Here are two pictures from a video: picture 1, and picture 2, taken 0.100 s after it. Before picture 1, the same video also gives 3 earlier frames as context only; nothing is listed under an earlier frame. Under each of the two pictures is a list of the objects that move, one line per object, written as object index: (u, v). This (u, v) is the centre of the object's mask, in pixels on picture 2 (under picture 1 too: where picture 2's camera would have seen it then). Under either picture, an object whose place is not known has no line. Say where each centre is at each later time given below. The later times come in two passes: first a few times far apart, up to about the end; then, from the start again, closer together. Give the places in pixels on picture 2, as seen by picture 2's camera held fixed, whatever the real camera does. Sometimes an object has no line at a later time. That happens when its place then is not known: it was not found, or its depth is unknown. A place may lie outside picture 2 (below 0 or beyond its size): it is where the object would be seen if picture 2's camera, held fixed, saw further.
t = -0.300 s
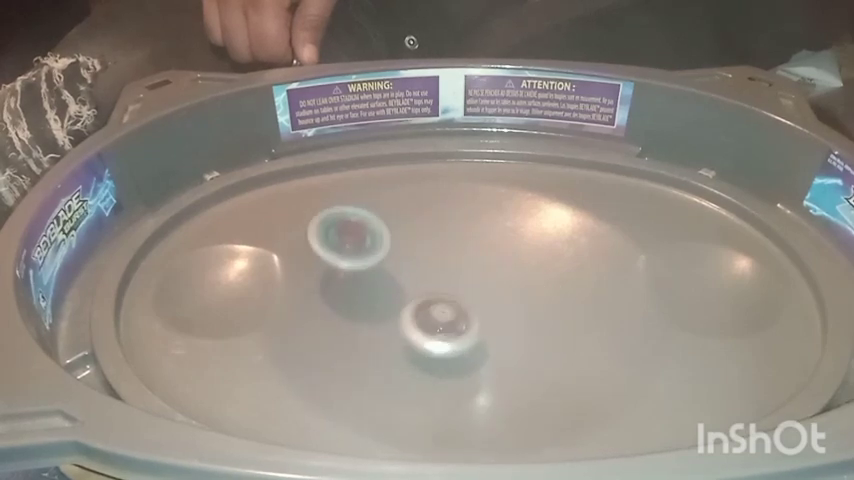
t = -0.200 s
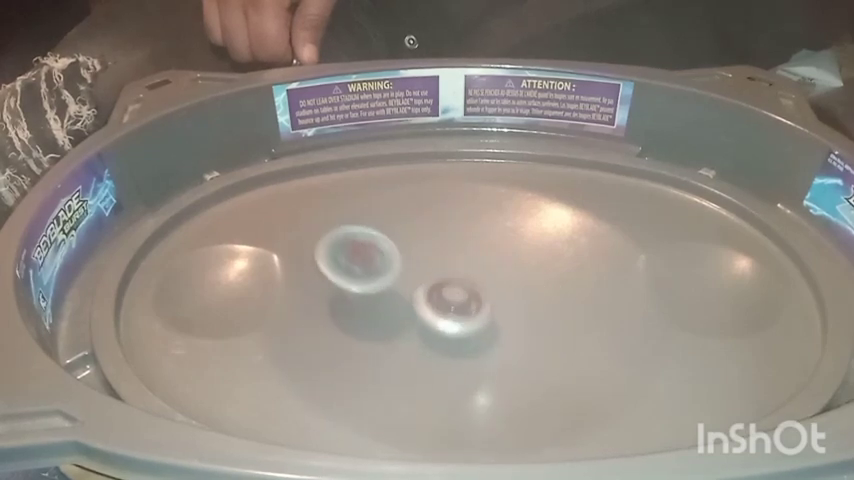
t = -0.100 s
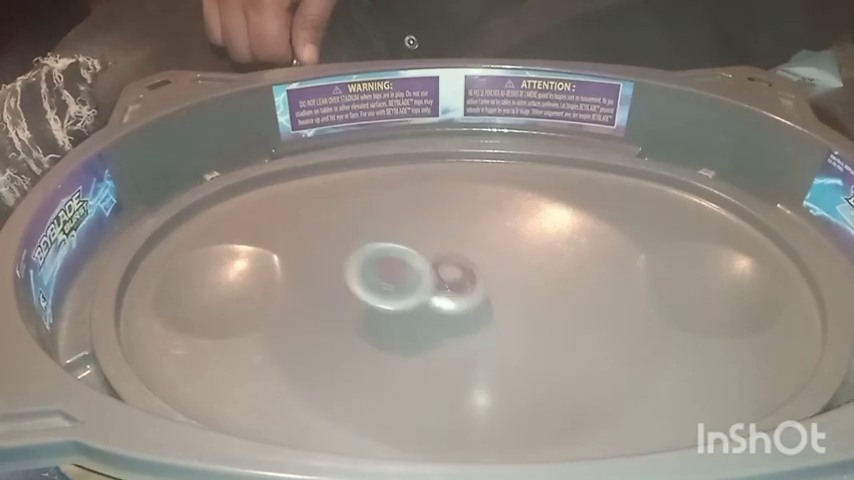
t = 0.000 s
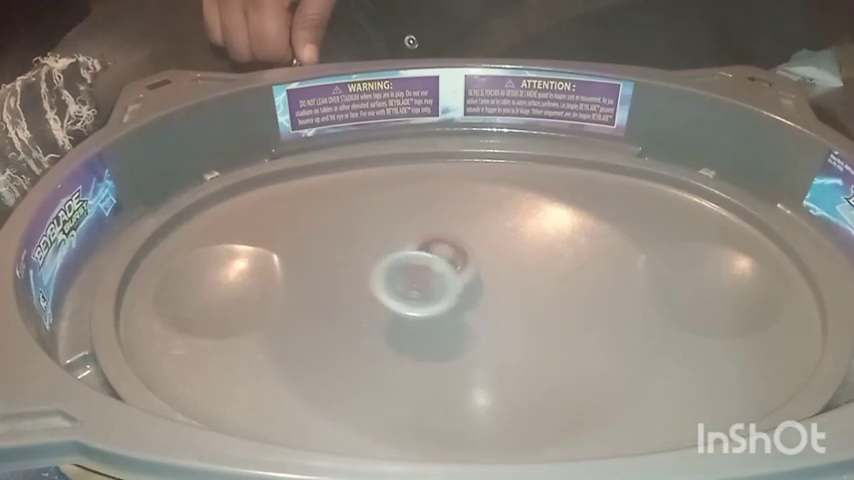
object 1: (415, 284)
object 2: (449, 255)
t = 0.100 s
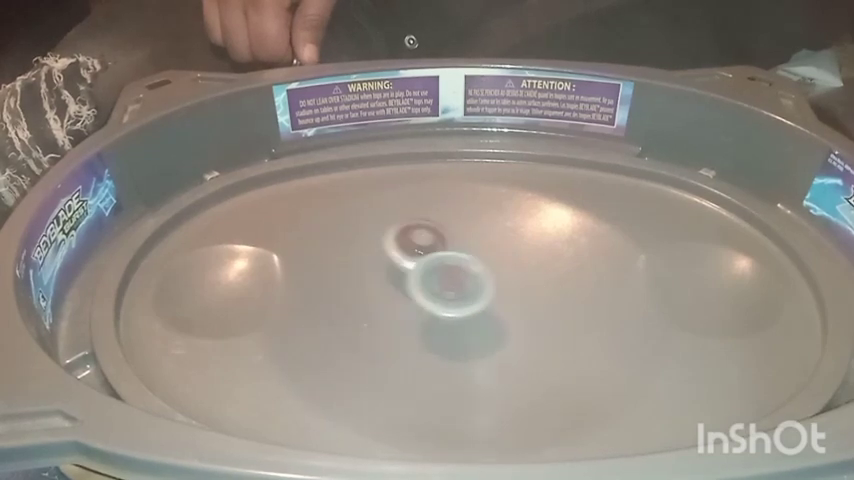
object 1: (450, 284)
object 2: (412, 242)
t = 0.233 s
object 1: (483, 270)
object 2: (385, 244)
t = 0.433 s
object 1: (491, 244)
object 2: (374, 276)
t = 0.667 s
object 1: (474, 220)
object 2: (425, 293)
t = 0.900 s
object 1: (518, 201)
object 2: (399, 281)
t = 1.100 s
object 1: (476, 206)
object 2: (428, 267)
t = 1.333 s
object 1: (481, 256)
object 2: (393, 256)
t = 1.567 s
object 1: (509, 292)
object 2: (406, 263)
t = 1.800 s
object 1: (500, 307)
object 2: (451, 269)
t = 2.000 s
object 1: (454, 304)
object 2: (483, 263)
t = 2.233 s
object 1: (386, 283)
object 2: (479, 268)
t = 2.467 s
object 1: (355, 262)
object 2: (466, 283)
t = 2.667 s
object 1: (370, 249)
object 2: (457, 308)
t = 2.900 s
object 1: (421, 233)
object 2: (460, 319)
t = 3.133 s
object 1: (468, 225)
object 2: (457, 311)
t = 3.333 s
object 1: (490, 236)
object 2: (431, 295)
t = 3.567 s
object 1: (496, 272)
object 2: (388, 281)
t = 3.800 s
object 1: (482, 301)
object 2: (379, 282)
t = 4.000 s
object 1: (455, 307)
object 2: (388, 283)
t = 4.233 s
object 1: (428, 309)
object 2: (460, 266)
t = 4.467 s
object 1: (400, 289)
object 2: (487, 239)
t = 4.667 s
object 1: (383, 257)
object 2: (480, 240)
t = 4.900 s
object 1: (387, 236)
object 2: (463, 269)
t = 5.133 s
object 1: (426, 235)
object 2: (461, 309)
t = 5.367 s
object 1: (477, 245)
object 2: (474, 332)
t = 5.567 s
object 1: (501, 259)
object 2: (472, 326)
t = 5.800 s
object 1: (502, 274)
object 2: (431, 296)
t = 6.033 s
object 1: (462, 287)
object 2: (384, 272)
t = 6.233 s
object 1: (415, 290)
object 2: (356, 263)
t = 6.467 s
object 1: (436, 313)
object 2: (356, 242)
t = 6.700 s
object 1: (445, 286)
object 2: (391, 248)
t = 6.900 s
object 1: (438, 270)
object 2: (440, 228)
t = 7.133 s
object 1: (437, 257)
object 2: (490, 242)
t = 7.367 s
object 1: (438, 251)
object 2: (511, 268)
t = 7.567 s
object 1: (447, 261)
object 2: (515, 296)
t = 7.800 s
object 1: (456, 266)
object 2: (493, 323)
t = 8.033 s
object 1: (445, 273)
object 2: (456, 335)
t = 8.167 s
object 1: (441, 277)
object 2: (428, 332)
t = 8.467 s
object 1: (432, 272)
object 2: (379, 305)
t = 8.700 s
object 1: (432, 269)
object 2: (366, 272)
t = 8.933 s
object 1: (435, 265)
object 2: (378, 246)
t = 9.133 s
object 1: (440, 265)
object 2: (410, 229)
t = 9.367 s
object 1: (450, 272)
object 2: (465, 232)
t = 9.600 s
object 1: (454, 274)
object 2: (507, 262)
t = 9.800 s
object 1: (444, 277)
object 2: (513, 293)
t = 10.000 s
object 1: (436, 279)
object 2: (498, 315)
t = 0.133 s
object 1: (461, 282)
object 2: (406, 244)
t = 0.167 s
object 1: (469, 279)
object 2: (401, 244)
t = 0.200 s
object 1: (477, 275)
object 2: (393, 243)
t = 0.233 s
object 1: (483, 270)
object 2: (385, 244)
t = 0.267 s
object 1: (489, 266)
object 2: (378, 246)
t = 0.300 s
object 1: (492, 260)
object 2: (373, 250)
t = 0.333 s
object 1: (494, 255)
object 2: (369, 256)
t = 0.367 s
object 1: (494, 251)
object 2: (369, 262)
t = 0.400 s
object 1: (493, 247)
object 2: (370, 268)
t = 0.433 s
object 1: (491, 244)
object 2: (374, 276)
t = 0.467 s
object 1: (487, 242)
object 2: (381, 283)
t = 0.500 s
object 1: (483, 240)
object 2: (389, 287)
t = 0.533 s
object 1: (477, 240)
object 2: (398, 292)
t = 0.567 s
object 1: (471, 240)
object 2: (411, 294)
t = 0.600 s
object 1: (464, 241)
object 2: (422, 296)
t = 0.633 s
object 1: (460, 239)
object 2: (430, 296)
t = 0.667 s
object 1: (474, 220)
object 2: (425, 293)
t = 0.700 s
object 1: (490, 213)
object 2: (420, 289)
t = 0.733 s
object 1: (506, 218)
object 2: (413, 288)
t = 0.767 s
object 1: (521, 215)
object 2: (405, 285)
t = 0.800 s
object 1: (528, 212)
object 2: (401, 283)
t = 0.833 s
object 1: (527, 209)
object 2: (398, 283)
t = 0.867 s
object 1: (524, 205)
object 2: (397, 282)
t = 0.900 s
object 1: (518, 201)
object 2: (399, 281)
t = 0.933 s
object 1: (513, 198)
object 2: (403, 280)
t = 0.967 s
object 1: (508, 195)
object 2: (407, 278)
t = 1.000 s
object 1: (501, 195)
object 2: (412, 277)
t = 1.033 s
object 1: (493, 197)
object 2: (417, 274)
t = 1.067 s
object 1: (484, 200)
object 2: (423, 271)
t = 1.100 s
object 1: (476, 206)
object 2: (428, 267)
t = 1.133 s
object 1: (471, 211)
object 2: (429, 264)
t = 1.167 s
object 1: (476, 210)
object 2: (419, 260)
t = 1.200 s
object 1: (481, 223)
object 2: (409, 256)
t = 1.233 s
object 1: (479, 234)
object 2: (401, 256)
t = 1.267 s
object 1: (476, 241)
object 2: (395, 256)
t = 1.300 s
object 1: (477, 249)
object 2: (393, 255)
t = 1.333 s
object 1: (481, 256)
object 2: (393, 256)
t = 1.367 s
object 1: (485, 263)
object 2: (394, 256)
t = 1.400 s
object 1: (490, 270)
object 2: (395, 258)
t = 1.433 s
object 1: (495, 276)
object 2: (396, 258)
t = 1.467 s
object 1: (500, 281)
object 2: (398, 259)
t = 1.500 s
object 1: (504, 286)
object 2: (400, 260)
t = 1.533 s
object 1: (507, 289)
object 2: (403, 262)
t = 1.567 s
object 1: (509, 292)
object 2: (406, 263)
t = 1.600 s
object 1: (511, 296)
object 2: (411, 265)
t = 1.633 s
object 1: (511, 298)
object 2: (416, 268)
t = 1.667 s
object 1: (511, 301)
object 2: (423, 269)
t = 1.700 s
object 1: (510, 303)
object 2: (431, 271)
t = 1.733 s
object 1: (507, 305)
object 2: (438, 272)
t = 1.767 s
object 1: (505, 306)
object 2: (444, 271)
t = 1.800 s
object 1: (500, 307)
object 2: (451, 269)
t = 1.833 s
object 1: (495, 307)
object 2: (457, 267)
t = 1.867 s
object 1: (489, 307)
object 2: (464, 265)
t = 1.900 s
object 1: (481, 307)
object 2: (471, 263)
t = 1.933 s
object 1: (473, 307)
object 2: (477, 262)
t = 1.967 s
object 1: (464, 306)
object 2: (481, 262)
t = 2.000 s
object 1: (454, 304)
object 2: (483, 263)
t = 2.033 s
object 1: (444, 303)
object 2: (484, 264)
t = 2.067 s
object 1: (435, 300)
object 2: (483, 265)
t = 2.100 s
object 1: (424, 297)
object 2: (483, 266)
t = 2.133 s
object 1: (413, 294)
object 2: (482, 266)
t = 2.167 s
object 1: (404, 291)
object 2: (481, 267)
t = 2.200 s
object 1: (393, 287)
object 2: (480, 267)
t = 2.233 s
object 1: (386, 283)
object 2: (479, 268)
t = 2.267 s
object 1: (379, 280)
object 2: (477, 269)
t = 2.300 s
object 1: (371, 276)
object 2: (476, 270)
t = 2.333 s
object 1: (366, 273)
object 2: (474, 272)
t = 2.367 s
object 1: (362, 269)
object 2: (473, 273)
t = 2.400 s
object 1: (359, 267)
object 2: (471, 275)
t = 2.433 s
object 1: (356, 264)
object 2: (468, 278)
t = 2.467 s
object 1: (355, 262)
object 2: (466, 283)
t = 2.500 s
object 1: (355, 260)
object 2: (464, 287)
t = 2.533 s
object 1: (355, 258)
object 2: (461, 291)
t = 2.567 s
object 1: (357, 256)
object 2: (459, 296)
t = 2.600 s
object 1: (361, 253)
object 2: (458, 301)
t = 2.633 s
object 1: (365, 251)
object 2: (457, 305)
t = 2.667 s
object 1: (370, 249)
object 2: (457, 308)
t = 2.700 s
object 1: (376, 247)
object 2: (457, 311)
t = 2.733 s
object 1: (382, 245)
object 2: (458, 315)
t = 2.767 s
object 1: (389, 243)
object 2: (459, 317)
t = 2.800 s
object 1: (397, 240)
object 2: (460, 319)
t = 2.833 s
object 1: (405, 238)
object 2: (460, 319)
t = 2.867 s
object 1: (413, 235)
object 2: (460, 319)
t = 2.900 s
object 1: (421, 233)
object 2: (460, 319)
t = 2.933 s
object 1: (430, 231)
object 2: (460, 318)
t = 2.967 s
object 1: (437, 229)
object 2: (459, 317)
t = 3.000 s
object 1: (444, 227)
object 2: (460, 316)
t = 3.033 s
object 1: (451, 226)
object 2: (459, 315)
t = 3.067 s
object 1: (457, 225)
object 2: (458, 314)
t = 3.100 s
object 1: (463, 224)
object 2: (458, 313)
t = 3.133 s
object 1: (468, 225)
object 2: (457, 311)
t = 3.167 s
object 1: (473, 225)
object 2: (455, 309)
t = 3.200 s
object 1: (477, 226)
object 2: (452, 307)
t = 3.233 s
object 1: (481, 228)
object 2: (449, 305)
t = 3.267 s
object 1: (484, 230)
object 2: (444, 302)
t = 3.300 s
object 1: (487, 233)
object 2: (438, 298)
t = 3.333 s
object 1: (490, 236)
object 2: (431, 295)
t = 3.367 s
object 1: (492, 240)
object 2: (425, 291)
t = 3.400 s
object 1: (493, 245)
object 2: (418, 288)
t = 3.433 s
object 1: (494, 250)
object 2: (411, 286)
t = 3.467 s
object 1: (495, 255)
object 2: (404, 284)
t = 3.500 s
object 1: (496, 261)
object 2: (399, 283)
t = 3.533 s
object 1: (496, 267)
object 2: (393, 282)
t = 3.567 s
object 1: (496, 272)
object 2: (388, 281)
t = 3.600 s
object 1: (496, 278)
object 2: (384, 280)
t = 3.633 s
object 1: (495, 282)
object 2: (381, 280)
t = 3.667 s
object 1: (493, 286)
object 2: (379, 280)
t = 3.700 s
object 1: (491, 291)
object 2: (378, 280)
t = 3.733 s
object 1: (489, 295)
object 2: (378, 280)
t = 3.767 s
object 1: (485, 298)
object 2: (379, 281)
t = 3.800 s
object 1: (482, 301)
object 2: (379, 282)
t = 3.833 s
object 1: (478, 303)
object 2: (380, 282)
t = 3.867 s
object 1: (474, 305)
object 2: (382, 283)
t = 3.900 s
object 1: (470, 306)
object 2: (383, 283)
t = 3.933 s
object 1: (465, 307)
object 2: (385, 283)
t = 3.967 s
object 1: (460, 308)
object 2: (386, 283)
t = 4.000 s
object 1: (455, 307)
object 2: (388, 283)
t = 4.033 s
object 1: (448, 307)
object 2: (388, 282)
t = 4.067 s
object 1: (441, 305)
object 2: (389, 280)
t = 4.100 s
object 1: (433, 304)
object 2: (393, 275)
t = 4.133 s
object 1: (427, 310)
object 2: (415, 270)
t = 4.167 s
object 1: (429, 310)
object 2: (434, 269)
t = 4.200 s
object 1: (429, 310)
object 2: (449, 267)
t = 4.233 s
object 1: (428, 309)
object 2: (460, 266)
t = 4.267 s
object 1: (425, 308)
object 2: (466, 263)
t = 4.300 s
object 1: (421, 307)
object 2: (472, 257)
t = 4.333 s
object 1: (417, 305)
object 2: (475, 254)
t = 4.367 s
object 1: (413, 302)
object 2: (479, 250)
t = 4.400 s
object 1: (409, 299)
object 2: (483, 246)
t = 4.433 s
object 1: (405, 294)
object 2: (486, 242)
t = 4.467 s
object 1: (400, 289)
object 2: (487, 239)
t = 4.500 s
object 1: (397, 284)
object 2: (487, 237)
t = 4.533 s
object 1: (394, 279)
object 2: (486, 237)
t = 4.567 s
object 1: (390, 273)
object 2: (485, 237)
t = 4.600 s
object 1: (387, 267)
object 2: (483, 238)
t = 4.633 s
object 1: (385, 262)
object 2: (481, 239)
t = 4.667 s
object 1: (383, 257)
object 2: (480, 240)
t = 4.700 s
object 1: (382, 252)
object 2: (478, 241)
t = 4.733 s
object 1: (382, 248)
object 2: (475, 244)
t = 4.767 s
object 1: (382, 245)
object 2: (473, 247)
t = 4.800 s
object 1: (382, 241)
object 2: (470, 252)
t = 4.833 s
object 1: (383, 239)
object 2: (467, 257)
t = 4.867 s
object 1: (385, 237)
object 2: (465, 264)
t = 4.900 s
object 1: (387, 236)
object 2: (463, 269)
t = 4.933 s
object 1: (390, 234)
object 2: (463, 276)
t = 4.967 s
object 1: (394, 233)
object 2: (461, 282)
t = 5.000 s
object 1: (399, 233)
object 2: (460, 289)
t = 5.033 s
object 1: (404, 233)
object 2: (460, 294)
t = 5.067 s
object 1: (411, 233)
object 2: (460, 300)
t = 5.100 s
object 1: (418, 234)
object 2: (460, 304)
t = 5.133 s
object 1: (426, 235)
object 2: (461, 309)
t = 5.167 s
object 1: (434, 235)
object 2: (463, 314)
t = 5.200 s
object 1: (442, 236)
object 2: (465, 319)
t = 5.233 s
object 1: (450, 238)
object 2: (467, 322)
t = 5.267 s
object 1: (458, 239)
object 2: (469, 326)
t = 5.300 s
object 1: (464, 241)
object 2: (471, 329)
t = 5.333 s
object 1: (471, 242)
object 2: (473, 331)
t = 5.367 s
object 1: (477, 245)
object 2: (474, 332)
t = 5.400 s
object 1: (484, 247)
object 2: (474, 331)
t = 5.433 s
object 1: (489, 249)
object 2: (474, 331)
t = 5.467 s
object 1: (493, 251)
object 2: (474, 330)
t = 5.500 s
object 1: (496, 254)
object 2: (473, 329)
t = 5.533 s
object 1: (499, 256)
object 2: (473, 328)
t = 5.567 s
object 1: (501, 259)
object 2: (472, 326)
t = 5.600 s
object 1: (501, 262)
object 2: (471, 324)
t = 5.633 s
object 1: (503, 264)
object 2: (467, 321)
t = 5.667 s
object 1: (504, 267)
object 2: (460, 316)
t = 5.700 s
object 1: (505, 269)
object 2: (452, 311)
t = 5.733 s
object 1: (505, 271)
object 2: (445, 306)
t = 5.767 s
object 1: (504, 273)
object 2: (438, 301)
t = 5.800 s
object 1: (502, 274)
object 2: (431, 296)
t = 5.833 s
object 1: (499, 276)
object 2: (424, 292)
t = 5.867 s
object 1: (494, 278)
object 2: (418, 289)
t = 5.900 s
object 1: (490, 280)
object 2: (411, 285)
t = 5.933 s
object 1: (485, 282)
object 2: (404, 281)
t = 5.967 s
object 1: (478, 284)
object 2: (397, 278)
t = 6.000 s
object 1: (471, 285)
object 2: (391, 275)
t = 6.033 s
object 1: (462, 287)
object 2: (384, 272)
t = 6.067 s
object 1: (455, 288)
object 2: (378, 269)
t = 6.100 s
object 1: (447, 289)
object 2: (372, 267)
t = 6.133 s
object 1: (439, 290)
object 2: (366, 266)
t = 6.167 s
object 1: (432, 291)
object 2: (363, 265)
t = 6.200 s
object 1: (423, 291)
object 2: (359, 264)
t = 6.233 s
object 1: (415, 290)
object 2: (356, 263)
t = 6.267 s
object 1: (412, 294)
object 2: (354, 260)
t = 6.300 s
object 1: (418, 305)
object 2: (354, 252)
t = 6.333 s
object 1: (422, 311)
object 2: (355, 245)
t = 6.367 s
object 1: (426, 313)
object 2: (355, 242)
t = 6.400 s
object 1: (429, 314)
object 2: (355, 241)
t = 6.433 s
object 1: (433, 314)
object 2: (355, 241)
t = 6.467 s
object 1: (436, 313)
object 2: (356, 242)
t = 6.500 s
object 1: (439, 312)
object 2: (358, 244)
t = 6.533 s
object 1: (441, 308)
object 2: (361, 245)
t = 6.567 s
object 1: (443, 305)
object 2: (365, 246)
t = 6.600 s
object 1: (444, 301)
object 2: (371, 247)
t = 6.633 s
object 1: (445, 296)
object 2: (378, 248)
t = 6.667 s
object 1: (446, 291)
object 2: (385, 249)
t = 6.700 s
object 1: (445, 286)
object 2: (391, 248)
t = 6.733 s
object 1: (444, 280)
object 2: (396, 246)
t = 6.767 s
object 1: (443, 274)
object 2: (401, 244)
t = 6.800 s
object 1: (442, 273)
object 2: (409, 238)
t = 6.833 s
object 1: (441, 272)
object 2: (417, 234)
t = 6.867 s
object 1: (441, 269)
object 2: (426, 231)
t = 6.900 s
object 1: (438, 270)
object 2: (440, 228)
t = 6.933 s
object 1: (436, 269)
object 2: (447, 228)
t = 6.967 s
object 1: (436, 267)
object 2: (455, 228)
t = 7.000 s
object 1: (436, 265)
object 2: (463, 229)
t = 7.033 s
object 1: (436, 263)
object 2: (471, 232)
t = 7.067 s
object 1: (437, 261)
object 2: (478, 235)
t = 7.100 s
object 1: (437, 259)
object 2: (485, 238)
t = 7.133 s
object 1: (437, 257)
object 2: (490, 242)
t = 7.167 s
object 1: (437, 255)
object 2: (495, 245)
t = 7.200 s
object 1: (438, 254)
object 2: (499, 249)
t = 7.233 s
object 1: (438, 252)
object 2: (501, 253)
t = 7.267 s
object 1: (438, 251)
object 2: (504, 256)
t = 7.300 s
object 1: (438, 251)
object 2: (507, 260)
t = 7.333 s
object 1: (438, 251)
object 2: (509, 264)
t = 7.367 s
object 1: (438, 251)
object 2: (511, 268)
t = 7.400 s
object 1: (439, 253)
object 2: (512, 273)
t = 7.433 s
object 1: (440, 254)
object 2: (514, 278)
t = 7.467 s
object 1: (441, 255)
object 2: (515, 283)
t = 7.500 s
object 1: (443, 257)
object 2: (515, 287)
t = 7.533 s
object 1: (445, 259)
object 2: (515, 291)
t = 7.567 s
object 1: (447, 261)
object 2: (515, 296)
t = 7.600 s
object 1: (449, 262)
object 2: (514, 299)
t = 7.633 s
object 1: (451, 264)
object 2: (512, 303)
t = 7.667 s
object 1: (453, 266)
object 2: (508, 309)
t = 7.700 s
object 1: (455, 267)
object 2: (505, 311)
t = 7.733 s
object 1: (457, 269)
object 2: (501, 314)
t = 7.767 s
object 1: (457, 268)
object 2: (497, 320)
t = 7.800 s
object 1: (456, 266)
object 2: (493, 323)
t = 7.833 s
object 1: (455, 267)
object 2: (489, 326)
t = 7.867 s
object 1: (453, 267)
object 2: (483, 329)
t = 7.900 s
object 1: (451, 268)
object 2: (478, 329)
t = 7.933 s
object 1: (449, 269)
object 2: (473, 330)
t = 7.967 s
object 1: (447, 270)
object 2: (467, 333)
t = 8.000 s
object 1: (446, 271)
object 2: (461, 334)
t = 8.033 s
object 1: (445, 273)
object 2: (456, 335)
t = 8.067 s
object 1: (444, 274)
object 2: (449, 335)
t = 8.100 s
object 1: (443, 275)
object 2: (443, 334)
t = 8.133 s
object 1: (442, 276)
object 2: (435, 333)
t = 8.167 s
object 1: (441, 277)
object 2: (428, 332)
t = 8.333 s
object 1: (437, 274)
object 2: (397, 320)
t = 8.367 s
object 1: (436, 274)
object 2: (391, 316)
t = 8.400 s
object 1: (435, 273)
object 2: (387, 313)
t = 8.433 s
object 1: (433, 273)
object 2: (384, 309)
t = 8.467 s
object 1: (432, 272)
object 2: (379, 305)
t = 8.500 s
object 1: (431, 272)
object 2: (374, 301)
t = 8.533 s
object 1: (431, 271)
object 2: (372, 296)
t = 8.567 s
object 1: (430, 271)
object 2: (370, 292)
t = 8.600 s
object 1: (431, 271)
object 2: (369, 287)
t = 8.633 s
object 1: (431, 270)
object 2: (367, 281)
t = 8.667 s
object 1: (431, 270)
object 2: (366, 278)
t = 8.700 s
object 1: (432, 269)
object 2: (366, 272)
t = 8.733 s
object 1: (432, 268)
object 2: (366, 269)
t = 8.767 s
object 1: (433, 267)
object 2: (367, 264)
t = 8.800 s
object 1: (433, 267)
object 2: (368, 260)
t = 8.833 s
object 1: (434, 266)
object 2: (370, 256)
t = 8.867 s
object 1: (434, 266)
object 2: (372, 253)
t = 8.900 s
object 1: (434, 265)
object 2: (375, 249)
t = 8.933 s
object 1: (435, 265)
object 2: (378, 246)
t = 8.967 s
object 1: (435, 265)
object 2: (381, 242)
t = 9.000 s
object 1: (436, 265)
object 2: (386, 239)
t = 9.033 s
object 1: (437, 265)
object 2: (391, 236)
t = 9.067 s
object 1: (438, 265)
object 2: (397, 233)
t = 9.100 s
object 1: (439, 265)
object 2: (403, 232)
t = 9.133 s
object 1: (440, 265)
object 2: (410, 229)
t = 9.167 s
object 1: (441, 265)
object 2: (415, 228)
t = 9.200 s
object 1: (443, 265)
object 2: (425, 227)
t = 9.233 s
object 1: (444, 265)
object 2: (432, 226)
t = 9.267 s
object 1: (445, 268)
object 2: (443, 227)
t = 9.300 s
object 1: (446, 270)
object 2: (449, 228)
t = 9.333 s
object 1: (447, 271)
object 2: (457, 230)
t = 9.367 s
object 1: (450, 272)
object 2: (465, 232)
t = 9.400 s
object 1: (452, 273)
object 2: (472, 235)
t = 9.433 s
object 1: (454, 274)
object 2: (478, 238)
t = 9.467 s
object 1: (456, 273)
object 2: (485, 241)
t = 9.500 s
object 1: (457, 273)
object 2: (492, 245)
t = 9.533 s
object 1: (456, 274)
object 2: (498, 251)
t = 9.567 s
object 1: (455, 274)
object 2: (504, 257)
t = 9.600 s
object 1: (454, 274)
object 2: (507, 262)
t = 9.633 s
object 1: (453, 275)
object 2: (510, 268)
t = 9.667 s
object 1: (451, 275)
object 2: (512, 273)
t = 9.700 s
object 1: (449, 276)
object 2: (512, 278)
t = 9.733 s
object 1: (448, 277)
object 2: (513, 283)
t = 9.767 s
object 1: (446, 277)
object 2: (513, 288)
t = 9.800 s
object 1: (444, 277)
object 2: (513, 293)
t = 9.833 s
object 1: (442, 278)
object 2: (512, 296)
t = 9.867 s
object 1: (441, 278)
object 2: (511, 300)
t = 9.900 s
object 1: (439, 279)
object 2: (509, 304)
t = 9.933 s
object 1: (438, 279)
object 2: (506, 308)
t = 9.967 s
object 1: (437, 279)
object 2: (503, 313)
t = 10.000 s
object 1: (436, 279)
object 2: (498, 315)
